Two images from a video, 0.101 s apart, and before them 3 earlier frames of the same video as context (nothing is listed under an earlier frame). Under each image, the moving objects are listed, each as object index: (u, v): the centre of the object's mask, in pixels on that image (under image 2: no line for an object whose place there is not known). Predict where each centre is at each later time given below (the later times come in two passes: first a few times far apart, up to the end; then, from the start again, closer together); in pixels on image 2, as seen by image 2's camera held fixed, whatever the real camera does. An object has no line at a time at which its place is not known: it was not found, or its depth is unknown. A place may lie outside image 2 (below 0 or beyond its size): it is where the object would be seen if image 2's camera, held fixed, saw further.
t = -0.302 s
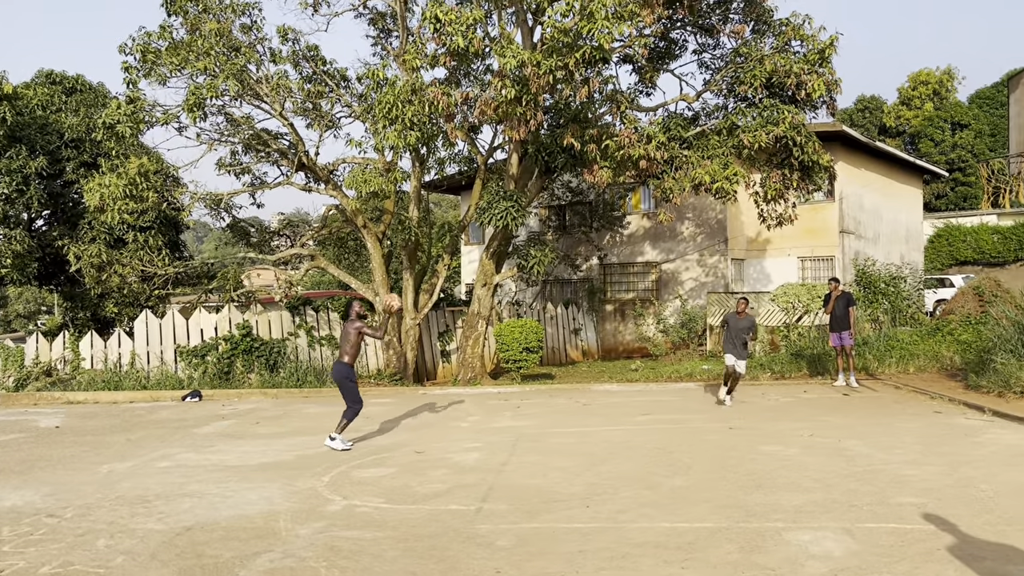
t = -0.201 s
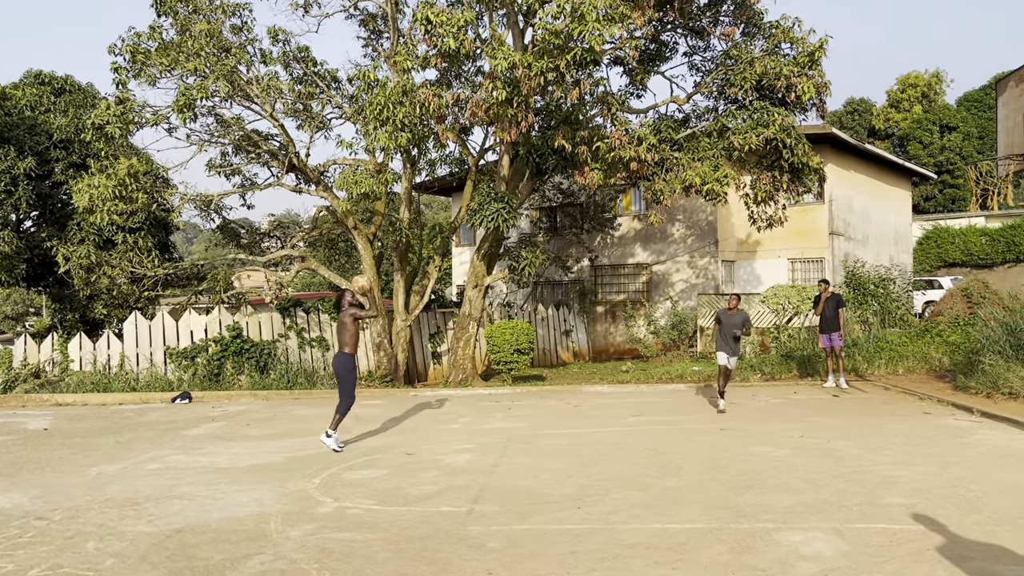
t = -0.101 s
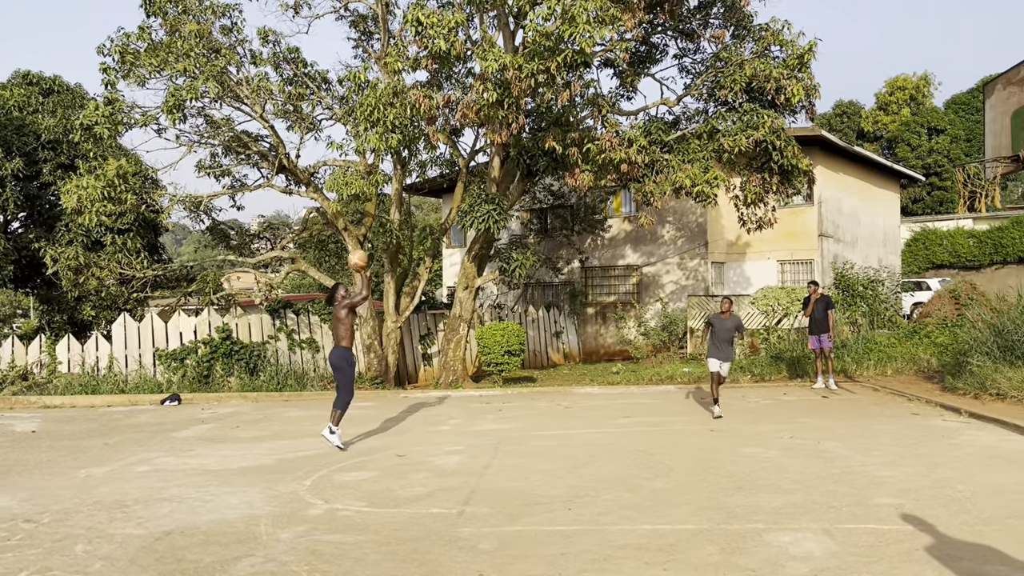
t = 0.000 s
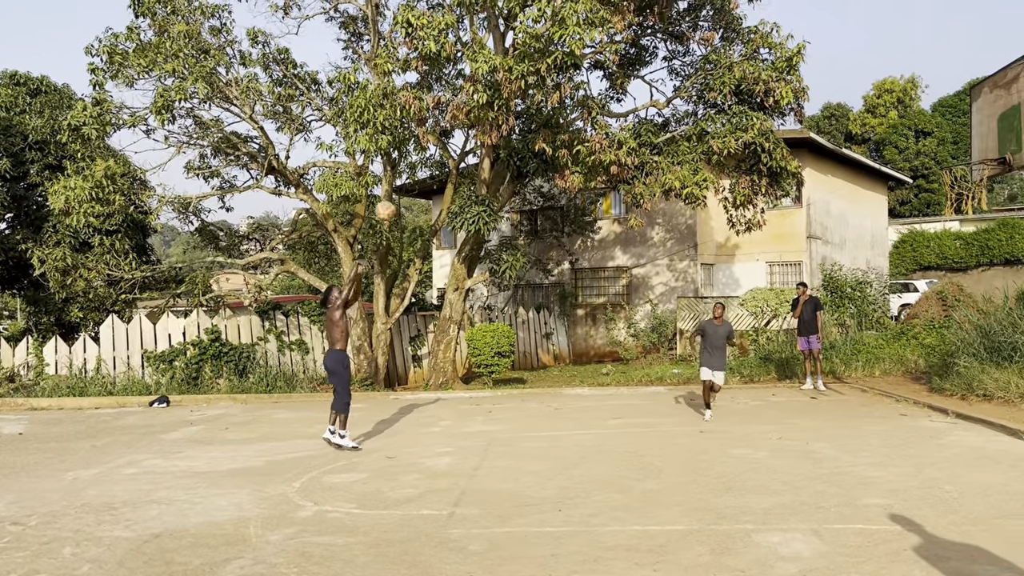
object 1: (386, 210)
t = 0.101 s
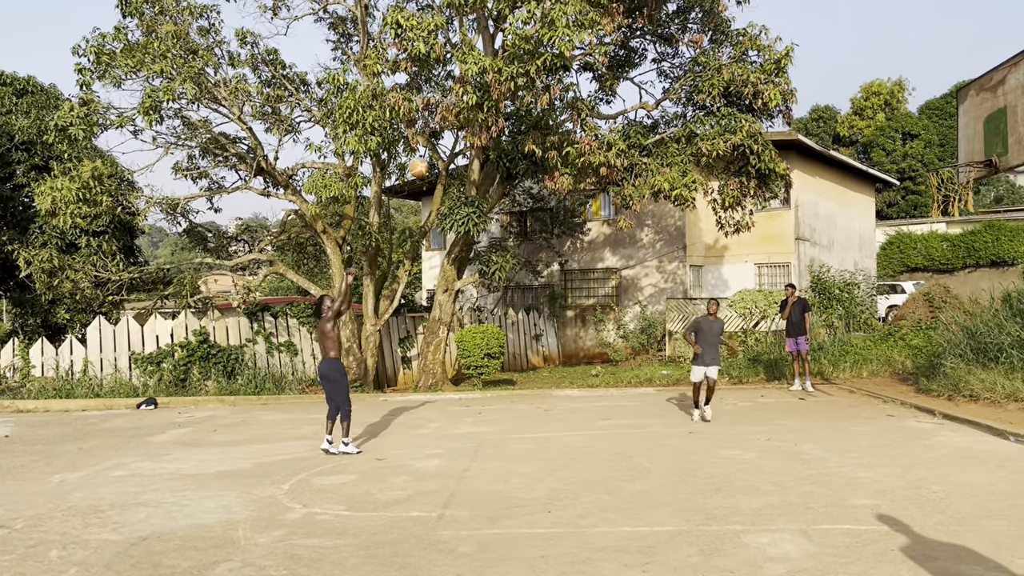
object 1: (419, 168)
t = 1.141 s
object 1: (946, 157)
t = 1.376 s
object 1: (945, 170)
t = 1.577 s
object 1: (977, 186)
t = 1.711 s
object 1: (992, 211)
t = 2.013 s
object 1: (1024, 330)
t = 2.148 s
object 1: (1040, 411)
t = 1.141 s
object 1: (946, 157)
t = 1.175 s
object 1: (957, 159)
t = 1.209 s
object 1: (965, 164)
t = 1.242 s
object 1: (959, 166)
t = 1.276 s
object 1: (951, 167)
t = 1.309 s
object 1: (943, 169)
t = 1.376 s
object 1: (945, 170)
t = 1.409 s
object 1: (951, 171)
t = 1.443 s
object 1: (958, 174)
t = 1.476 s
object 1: (964, 179)
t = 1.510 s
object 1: (970, 179)
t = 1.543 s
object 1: (974, 184)
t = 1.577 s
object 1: (977, 186)
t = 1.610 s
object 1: (981, 191)
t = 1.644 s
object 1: (983, 196)
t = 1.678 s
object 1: (988, 203)
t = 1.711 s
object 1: (992, 211)
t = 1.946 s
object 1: (1016, 296)
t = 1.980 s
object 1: (1020, 313)
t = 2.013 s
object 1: (1024, 330)
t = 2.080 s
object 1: (1032, 368)
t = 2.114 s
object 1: (1036, 388)
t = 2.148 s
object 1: (1040, 411)
